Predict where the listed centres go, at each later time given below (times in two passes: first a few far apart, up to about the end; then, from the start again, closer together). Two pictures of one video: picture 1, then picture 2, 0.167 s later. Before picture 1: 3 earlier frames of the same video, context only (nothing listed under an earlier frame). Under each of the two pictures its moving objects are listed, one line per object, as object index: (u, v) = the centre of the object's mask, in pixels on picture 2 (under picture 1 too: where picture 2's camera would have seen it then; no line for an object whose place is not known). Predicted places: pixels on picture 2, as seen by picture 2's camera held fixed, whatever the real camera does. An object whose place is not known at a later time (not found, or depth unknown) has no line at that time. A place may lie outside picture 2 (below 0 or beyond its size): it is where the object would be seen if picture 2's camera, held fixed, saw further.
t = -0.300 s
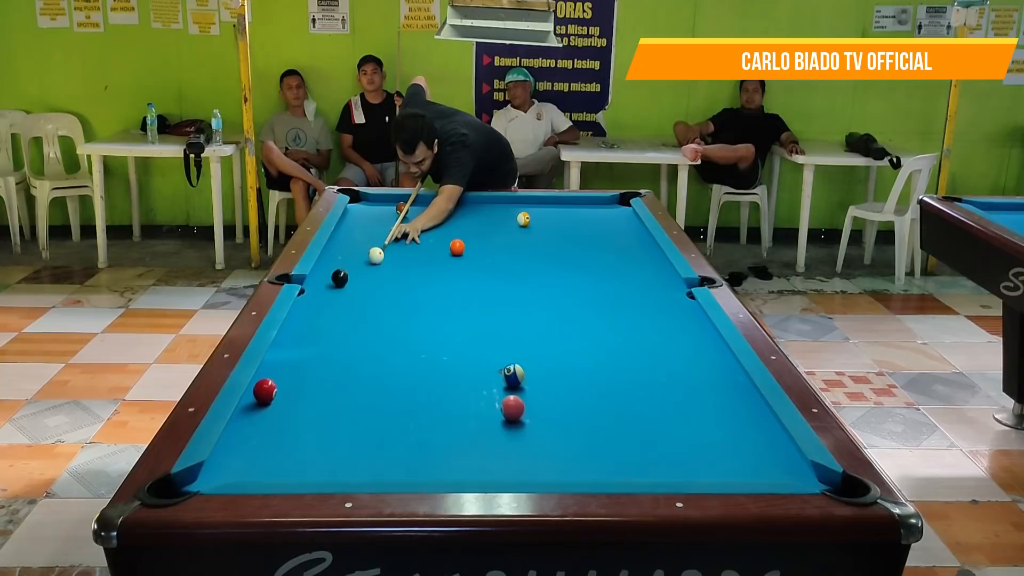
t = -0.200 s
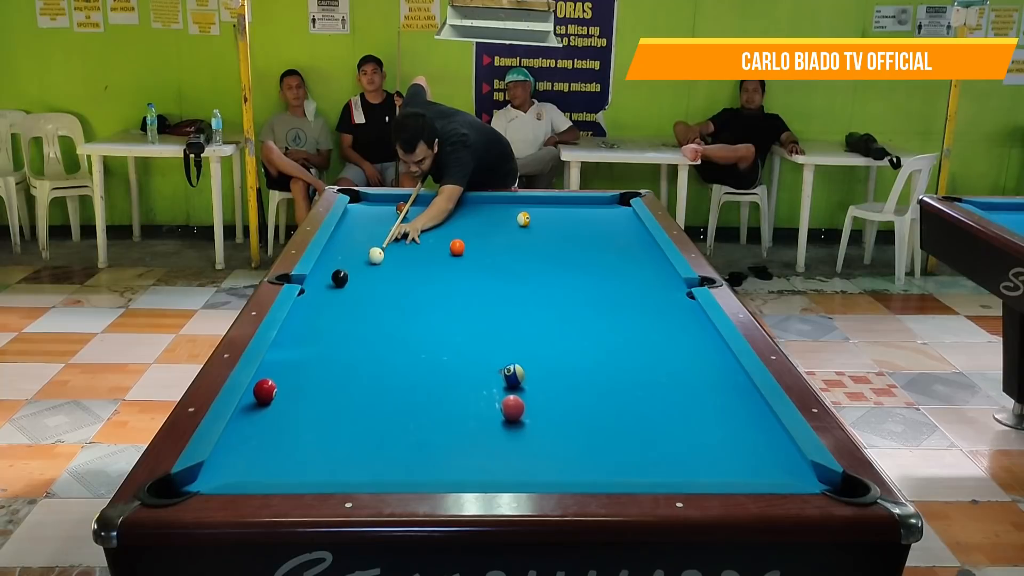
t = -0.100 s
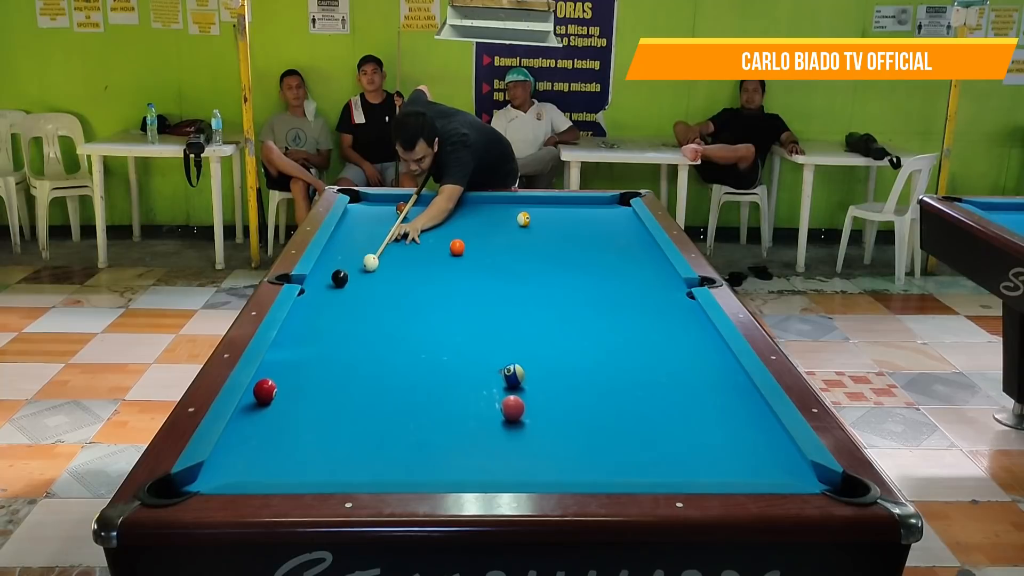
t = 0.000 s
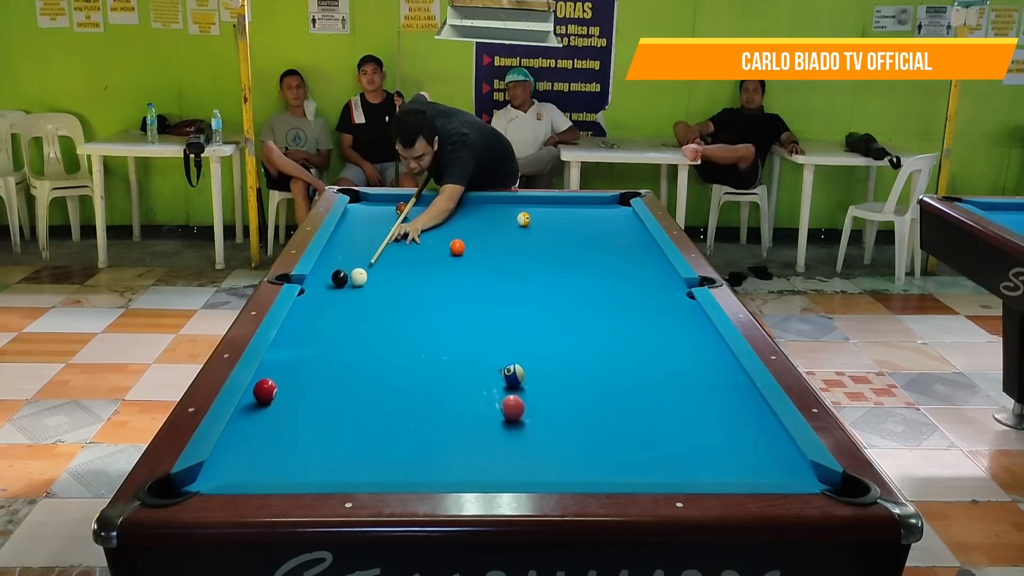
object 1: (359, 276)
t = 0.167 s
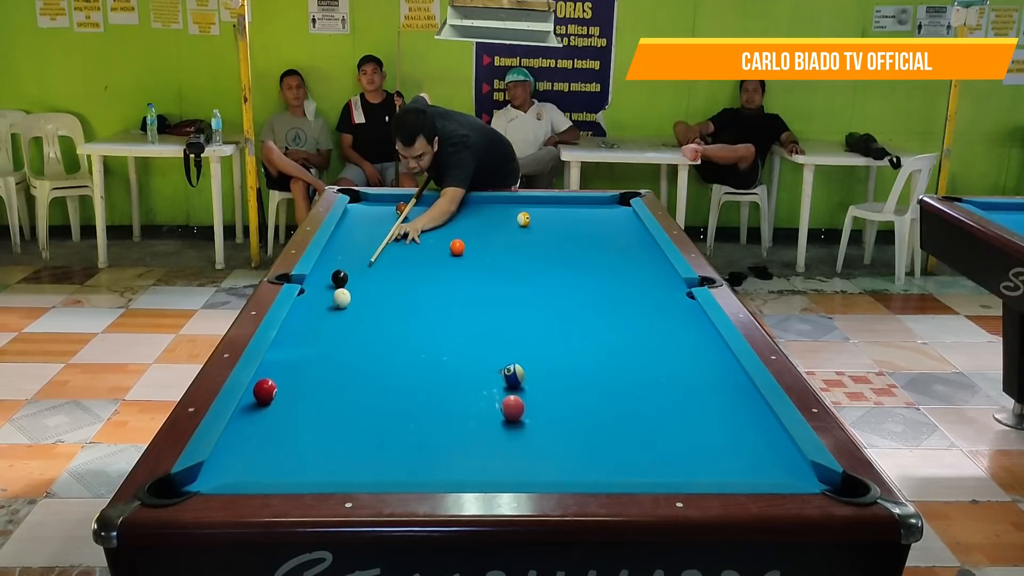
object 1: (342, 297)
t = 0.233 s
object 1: (336, 305)
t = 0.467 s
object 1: (314, 331)
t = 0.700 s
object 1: (289, 361)
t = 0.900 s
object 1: (273, 381)
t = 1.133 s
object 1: (265, 389)
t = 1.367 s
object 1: (259, 396)
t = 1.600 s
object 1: (254, 403)
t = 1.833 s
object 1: (249, 409)
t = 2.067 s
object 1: (246, 413)
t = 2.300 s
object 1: (246, 417)
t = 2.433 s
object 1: (245, 419)
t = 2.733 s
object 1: (246, 421)
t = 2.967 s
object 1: (246, 422)
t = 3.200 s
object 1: (245, 423)
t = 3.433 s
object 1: (245, 422)
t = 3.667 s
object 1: (245, 423)
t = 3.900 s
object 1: (245, 423)
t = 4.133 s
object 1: (245, 423)
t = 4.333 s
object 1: (245, 423)
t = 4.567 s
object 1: (245, 423)
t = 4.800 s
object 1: (245, 422)
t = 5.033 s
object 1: (245, 422)
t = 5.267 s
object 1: (245, 423)
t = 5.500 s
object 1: (245, 423)
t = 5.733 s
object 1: (245, 423)
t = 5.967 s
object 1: (245, 423)
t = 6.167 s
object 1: (245, 423)
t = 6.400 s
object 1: (245, 423)
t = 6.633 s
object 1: (245, 423)
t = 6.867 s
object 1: (245, 423)
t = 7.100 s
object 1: (245, 423)
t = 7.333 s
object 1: (245, 423)
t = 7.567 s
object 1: (245, 423)
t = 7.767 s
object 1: (245, 423)
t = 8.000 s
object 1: (245, 423)
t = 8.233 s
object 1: (245, 423)
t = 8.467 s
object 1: (245, 423)
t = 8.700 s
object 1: (245, 423)
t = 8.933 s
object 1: (245, 423)
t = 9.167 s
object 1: (245, 423)
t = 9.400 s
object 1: (245, 423)
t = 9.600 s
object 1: (245, 423)
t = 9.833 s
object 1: (245, 423)
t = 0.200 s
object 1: (339, 301)
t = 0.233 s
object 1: (336, 305)
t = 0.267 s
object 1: (333, 308)
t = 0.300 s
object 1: (330, 312)
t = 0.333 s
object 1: (327, 316)
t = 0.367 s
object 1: (323, 319)
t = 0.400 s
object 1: (320, 323)
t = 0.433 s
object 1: (317, 327)
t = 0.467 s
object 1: (314, 331)
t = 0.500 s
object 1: (310, 335)
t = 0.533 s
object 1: (307, 340)
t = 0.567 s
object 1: (304, 344)
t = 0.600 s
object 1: (300, 348)
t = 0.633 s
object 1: (296, 353)
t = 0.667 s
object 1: (293, 357)
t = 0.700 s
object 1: (289, 361)
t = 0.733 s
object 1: (285, 366)
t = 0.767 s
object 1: (282, 371)
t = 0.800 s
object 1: (278, 374)
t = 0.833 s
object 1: (276, 377)
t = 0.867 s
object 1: (274, 379)
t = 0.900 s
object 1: (273, 381)
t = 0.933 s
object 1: (272, 382)
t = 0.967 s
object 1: (270, 384)
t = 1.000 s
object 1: (269, 385)
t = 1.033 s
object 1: (268, 386)
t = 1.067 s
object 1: (267, 387)
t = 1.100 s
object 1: (266, 388)
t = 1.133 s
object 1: (265, 389)
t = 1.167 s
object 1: (264, 390)
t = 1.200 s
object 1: (264, 391)
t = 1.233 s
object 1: (263, 392)
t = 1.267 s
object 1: (262, 393)
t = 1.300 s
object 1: (261, 394)
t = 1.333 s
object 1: (260, 395)
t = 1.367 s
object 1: (259, 396)
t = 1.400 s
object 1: (258, 397)
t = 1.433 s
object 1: (257, 398)
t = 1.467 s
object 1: (257, 399)
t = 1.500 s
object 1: (256, 400)
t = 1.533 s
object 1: (255, 401)
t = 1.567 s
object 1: (254, 402)
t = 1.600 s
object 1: (254, 403)
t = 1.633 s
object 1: (253, 404)
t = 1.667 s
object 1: (252, 404)
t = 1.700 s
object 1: (252, 405)
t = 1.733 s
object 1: (251, 406)
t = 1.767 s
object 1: (250, 407)
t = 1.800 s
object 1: (250, 408)
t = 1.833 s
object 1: (249, 409)
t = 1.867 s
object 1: (248, 409)
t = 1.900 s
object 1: (248, 410)
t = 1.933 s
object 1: (247, 411)
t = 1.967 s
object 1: (247, 412)
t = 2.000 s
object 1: (247, 412)
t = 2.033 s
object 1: (246, 413)
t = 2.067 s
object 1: (246, 413)
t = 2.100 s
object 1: (246, 414)
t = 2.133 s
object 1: (246, 414)
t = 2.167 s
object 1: (246, 415)
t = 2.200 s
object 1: (246, 416)
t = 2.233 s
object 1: (246, 416)
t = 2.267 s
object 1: (246, 417)
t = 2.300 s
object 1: (246, 417)
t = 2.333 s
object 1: (246, 418)
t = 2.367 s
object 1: (246, 418)
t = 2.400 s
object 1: (245, 418)
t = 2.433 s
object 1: (245, 419)
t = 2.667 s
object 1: (252, 416)
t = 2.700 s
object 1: (246, 420)
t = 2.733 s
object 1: (246, 421)
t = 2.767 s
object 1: (246, 422)
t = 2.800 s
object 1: (246, 422)
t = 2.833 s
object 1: (246, 422)
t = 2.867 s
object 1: (246, 422)
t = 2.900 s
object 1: (246, 422)
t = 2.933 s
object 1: (246, 422)
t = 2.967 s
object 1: (246, 422)
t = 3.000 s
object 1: (246, 422)
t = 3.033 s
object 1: (246, 422)
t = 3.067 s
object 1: (246, 422)
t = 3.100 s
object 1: (246, 422)
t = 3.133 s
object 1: (245, 423)
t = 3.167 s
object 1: (246, 423)
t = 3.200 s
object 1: (245, 423)
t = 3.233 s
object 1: (246, 422)
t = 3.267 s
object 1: (246, 422)
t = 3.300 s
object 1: (246, 422)
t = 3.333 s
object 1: (246, 422)
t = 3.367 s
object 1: (246, 422)
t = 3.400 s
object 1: (246, 421)
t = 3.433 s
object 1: (245, 422)
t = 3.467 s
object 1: (246, 422)
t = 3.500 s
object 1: (246, 422)
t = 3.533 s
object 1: (246, 422)
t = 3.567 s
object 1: (245, 422)
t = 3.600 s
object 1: (245, 423)
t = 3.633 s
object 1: (245, 423)
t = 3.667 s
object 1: (245, 423)
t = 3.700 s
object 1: (245, 423)
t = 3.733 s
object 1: (245, 423)
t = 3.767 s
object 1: (245, 423)
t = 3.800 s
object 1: (245, 423)
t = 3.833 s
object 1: (245, 423)
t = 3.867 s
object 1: (245, 423)
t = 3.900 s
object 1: (245, 423)
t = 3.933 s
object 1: (245, 423)
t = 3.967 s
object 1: (245, 423)
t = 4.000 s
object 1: (245, 423)
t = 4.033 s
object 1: (245, 423)
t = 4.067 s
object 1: (245, 423)
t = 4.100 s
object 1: (245, 423)
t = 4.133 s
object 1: (245, 423)
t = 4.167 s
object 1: (245, 423)
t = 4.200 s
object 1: (245, 423)
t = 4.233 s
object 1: (245, 423)
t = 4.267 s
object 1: (245, 423)
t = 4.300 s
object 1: (245, 423)
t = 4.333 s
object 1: (245, 423)
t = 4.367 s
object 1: (245, 423)
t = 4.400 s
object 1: (245, 422)
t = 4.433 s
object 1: (245, 423)
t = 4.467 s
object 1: (245, 422)
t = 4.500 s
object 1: (245, 423)
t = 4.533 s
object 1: (245, 423)
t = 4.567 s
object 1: (245, 423)
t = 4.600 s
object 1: (245, 423)
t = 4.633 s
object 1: (245, 423)
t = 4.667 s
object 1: (245, 423)
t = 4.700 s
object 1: (245, 423)
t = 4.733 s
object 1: (245, 423)
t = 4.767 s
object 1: (245, 423)
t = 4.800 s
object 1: (245, 422)
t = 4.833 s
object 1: (245, 422)
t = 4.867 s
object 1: (246, 422)
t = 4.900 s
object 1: (245, 422)
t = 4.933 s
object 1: (246, 422)
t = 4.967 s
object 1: (245, 422)
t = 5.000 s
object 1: (245, 422)
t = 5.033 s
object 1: (245, 422)
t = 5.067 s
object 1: (245, 422)
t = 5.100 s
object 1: (245, 422)
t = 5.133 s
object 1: (245, 422)
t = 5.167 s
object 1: (245, 423)
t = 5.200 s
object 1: (245, 423)
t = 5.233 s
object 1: (245, 423)
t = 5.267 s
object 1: (245, 423)
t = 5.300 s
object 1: (245, 423)
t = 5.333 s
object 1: (245, 423)
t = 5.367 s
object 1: (245, 423)
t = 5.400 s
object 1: (245, 423)
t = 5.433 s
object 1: (245, 423)
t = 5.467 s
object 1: (245, 423)
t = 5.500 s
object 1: (245, 423)
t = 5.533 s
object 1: (245, 423)
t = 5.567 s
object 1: (245, 423)
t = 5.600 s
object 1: (245, 423)
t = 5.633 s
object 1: (245, 423)
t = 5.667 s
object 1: (245, 423)
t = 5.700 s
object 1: (245, 423)
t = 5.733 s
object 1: (245, 423)
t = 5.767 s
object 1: (245, 423)
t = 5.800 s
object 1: (245, 423)
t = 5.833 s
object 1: (245, 423)
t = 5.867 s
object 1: (245, 423)
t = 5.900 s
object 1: (245, 423)
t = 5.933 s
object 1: (245, 423)
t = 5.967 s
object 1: (245, 423)
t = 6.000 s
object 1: (245, 423)
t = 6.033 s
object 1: (245, 423)
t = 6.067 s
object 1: (245, 423)
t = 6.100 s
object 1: (245, 423)
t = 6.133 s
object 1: (245, 423)
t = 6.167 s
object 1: (245, 423)
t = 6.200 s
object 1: (245, 423)
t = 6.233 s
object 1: (245, 423)
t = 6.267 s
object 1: (245, 423)
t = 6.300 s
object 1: (245, 423)
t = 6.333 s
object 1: (245, 423)
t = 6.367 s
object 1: (245, 423)
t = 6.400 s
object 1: (245, 423)
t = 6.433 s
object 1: (245, 423)
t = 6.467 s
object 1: (245, 423)
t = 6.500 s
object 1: (245, 423)
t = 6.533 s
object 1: (245, 423)
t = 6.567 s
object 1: (245, 423)
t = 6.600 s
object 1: (245, 423)
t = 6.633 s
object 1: (245, 423)
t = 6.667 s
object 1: (245, 423)
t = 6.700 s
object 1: (245, 423)
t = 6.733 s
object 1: (245, 423)
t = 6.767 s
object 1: (245, 423)
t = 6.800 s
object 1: (245, 423)
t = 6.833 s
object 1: (245, 423)
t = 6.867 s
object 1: (245, 423)
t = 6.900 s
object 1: (245, 423)
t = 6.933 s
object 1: (245, 423)
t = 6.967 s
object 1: (245, 423)
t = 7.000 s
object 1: (245, 423)
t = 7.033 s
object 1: (245, 423)
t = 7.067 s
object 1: (245, 423)
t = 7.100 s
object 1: (245, 423)
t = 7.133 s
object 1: (245, 423)
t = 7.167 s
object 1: (245, 423)
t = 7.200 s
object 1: (245, 423)
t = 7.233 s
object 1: (245, 423)
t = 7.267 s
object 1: (245, 423)
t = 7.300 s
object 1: (245, 423)
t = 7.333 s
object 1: (245, 423)
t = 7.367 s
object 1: (245, 423)
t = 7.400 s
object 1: (245, 423)
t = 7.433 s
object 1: (245, 423)
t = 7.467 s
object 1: (245, 423)
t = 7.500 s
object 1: (245, 423)
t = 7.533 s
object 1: (245, 423)
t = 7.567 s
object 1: (245, 423)
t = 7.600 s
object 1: (245, 423)
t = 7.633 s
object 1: (245, 423)
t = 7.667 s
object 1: (245, 423)
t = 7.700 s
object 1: (245, 423)
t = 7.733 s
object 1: (245, 423)
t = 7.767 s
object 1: (245, 423)
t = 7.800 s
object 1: (245, 423)
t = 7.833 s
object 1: (245, 423)
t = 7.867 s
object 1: (245, 423)
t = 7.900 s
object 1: (245, 423)
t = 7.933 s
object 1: (245, 423)
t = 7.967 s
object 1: (245, 423)
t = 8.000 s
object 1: (245, 423)
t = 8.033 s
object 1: (245, 423)
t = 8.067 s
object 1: (245, 423)
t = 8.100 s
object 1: (245, 423)
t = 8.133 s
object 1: (245, 423)
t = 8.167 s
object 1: (245, 423)
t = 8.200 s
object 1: (245, 423)
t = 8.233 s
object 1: (245, 423)
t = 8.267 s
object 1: (245, 423)
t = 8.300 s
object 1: (245, 423)
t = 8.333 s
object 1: (245, 423)
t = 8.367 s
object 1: (245, 423)
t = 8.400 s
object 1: (245, 423)
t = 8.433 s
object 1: (245, 423)
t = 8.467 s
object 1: (245, 423)
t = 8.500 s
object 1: (245, 423)
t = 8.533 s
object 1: (245, 423)
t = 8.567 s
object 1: (245, 423)
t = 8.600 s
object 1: (245, 423)
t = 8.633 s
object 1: (245, 423)
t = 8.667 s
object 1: (245, 423)
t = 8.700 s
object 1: (245, 423)
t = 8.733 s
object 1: (245, 423)
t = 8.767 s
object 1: (245, 423)
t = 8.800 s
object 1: (245, 423)
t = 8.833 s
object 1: (245, 423)
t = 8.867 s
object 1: (245, 423)
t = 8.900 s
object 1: (245, 423)
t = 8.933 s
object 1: (245, 423)
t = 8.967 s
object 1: (245, 423)
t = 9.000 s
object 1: (245, 423)
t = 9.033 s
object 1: (245, 423)
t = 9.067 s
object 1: (245, 423)
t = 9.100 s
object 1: (245, 423)
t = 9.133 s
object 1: (245, 423)
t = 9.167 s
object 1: (245, 423)
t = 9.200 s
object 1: (245, 423)
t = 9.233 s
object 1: (245, 423)
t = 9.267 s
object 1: (245, 423)
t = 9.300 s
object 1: (245, 423)
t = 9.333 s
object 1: (245, 423)
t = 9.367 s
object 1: (245, 423)
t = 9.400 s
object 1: (245, 423)
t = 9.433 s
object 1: (245, 423)
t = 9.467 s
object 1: (245, 423)
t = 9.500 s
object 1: (245, 423)
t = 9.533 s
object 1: (245, 423)
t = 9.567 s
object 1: (245, 423)
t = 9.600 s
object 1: (245, 423)
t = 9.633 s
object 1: (245, 423)
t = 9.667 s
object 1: (245, 423)
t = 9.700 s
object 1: (245, 423)
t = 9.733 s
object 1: (245, 423)
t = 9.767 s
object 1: (245, 423)
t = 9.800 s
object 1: (245, 423)
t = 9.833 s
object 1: (245, 423)
